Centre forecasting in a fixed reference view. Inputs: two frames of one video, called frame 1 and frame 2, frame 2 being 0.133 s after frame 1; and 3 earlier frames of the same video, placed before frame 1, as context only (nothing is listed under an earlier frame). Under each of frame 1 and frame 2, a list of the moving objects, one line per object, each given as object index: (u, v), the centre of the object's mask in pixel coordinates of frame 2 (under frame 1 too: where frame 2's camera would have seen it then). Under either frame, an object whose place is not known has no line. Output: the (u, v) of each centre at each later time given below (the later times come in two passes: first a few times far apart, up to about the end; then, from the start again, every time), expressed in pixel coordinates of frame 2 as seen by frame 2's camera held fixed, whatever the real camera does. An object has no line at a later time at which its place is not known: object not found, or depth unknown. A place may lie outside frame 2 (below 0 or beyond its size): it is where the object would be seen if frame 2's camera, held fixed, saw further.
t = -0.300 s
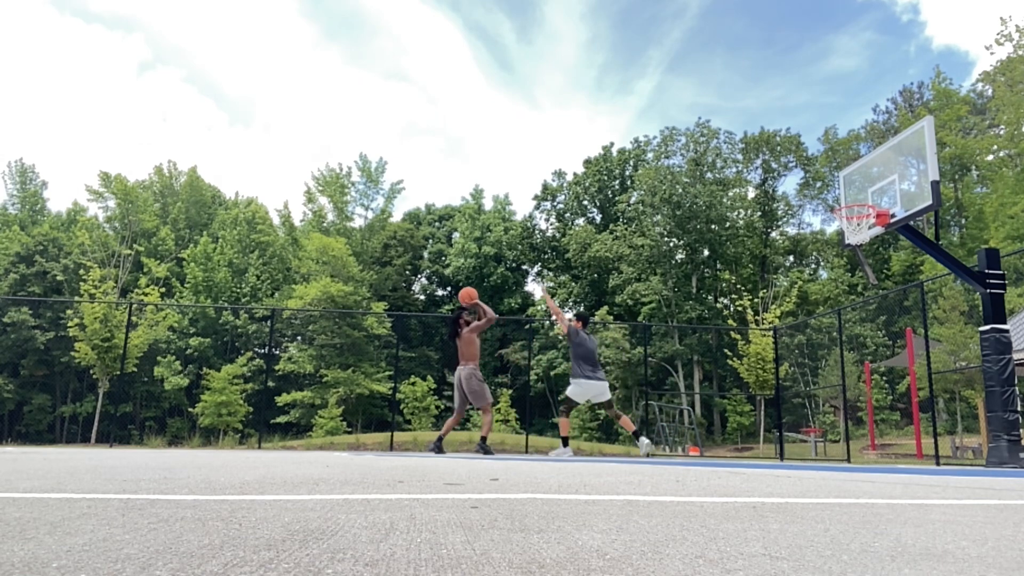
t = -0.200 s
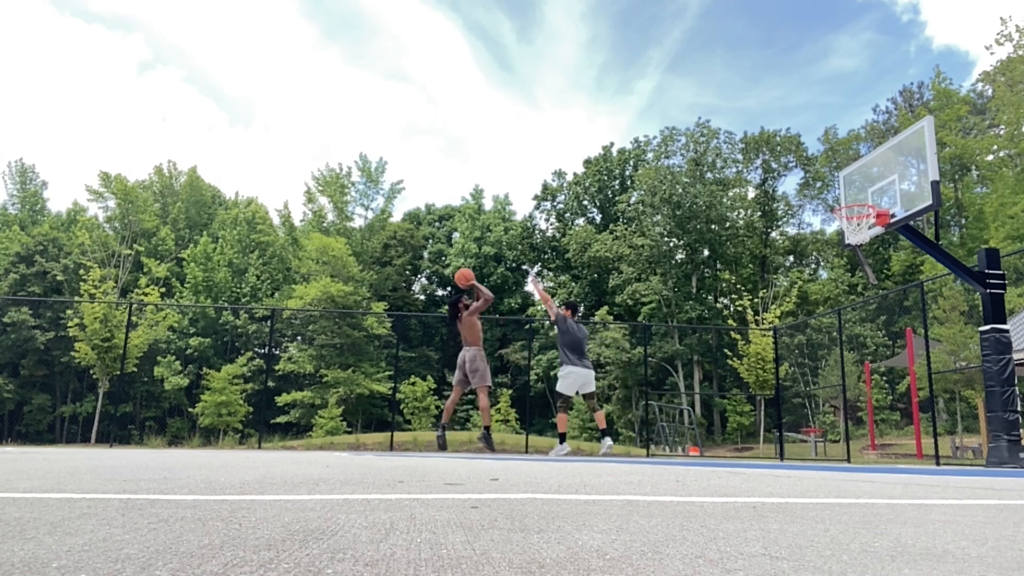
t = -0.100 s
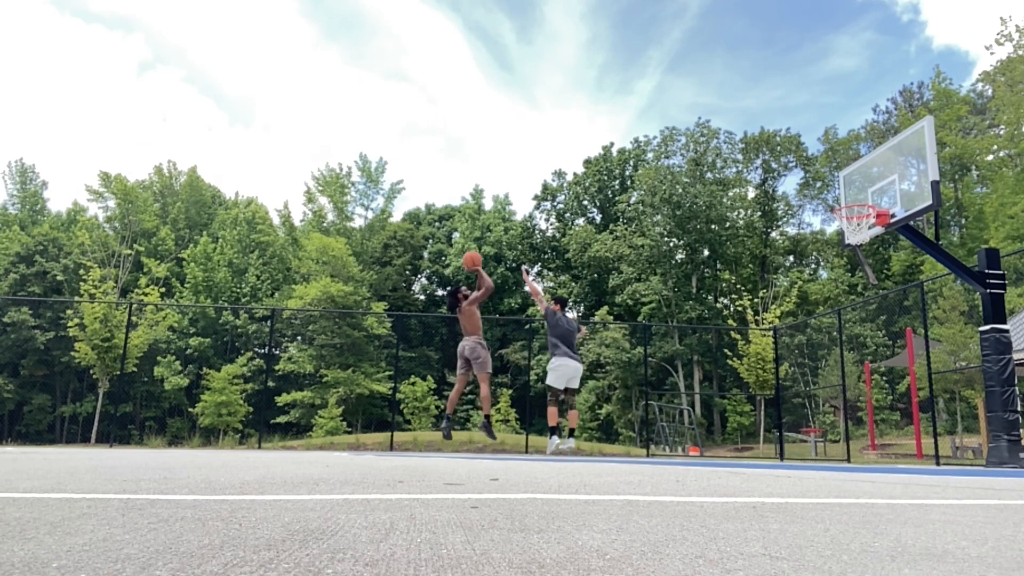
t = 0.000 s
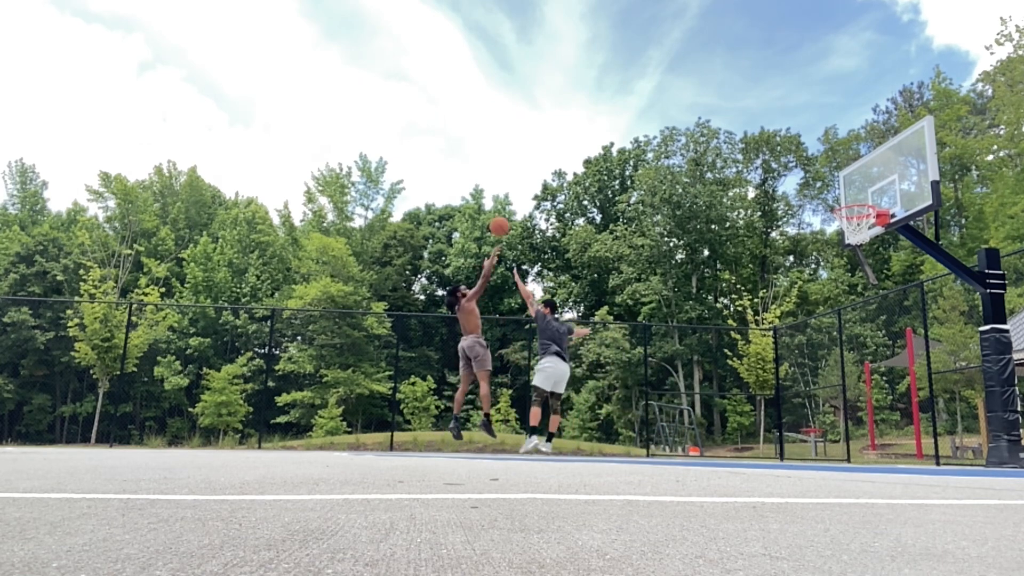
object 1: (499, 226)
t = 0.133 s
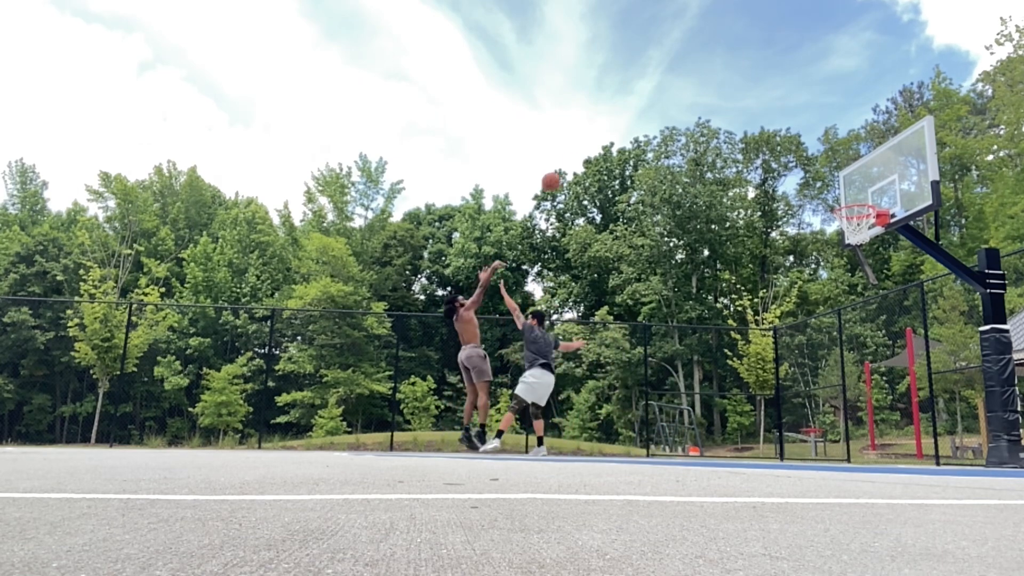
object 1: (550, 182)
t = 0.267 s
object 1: (601, 151)
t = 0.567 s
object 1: (715, 128)
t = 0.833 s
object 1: (820, 163)
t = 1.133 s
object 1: (899, 166)
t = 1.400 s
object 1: (883, 156)
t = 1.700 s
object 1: (868, 220)
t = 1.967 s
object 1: (860, 364)
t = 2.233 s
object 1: (852, 358)
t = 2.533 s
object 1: (849, 249)
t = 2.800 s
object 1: (852, 234)
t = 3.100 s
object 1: (863, 321)
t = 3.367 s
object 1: (877, 409)
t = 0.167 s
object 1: (564, 173)
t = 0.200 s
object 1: (577, 164)
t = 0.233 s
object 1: (588, 157)
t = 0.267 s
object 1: (601, 151)
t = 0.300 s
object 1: (614, 145)
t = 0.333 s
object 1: (626, 140)
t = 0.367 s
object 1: (639, 136)
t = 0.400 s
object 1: (651, 132)
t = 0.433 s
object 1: (664, 130)
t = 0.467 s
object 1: (677, 128)
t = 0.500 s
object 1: (689, 127)
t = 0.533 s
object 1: (702, 127)
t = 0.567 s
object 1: (715, 128)
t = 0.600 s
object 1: (727, 130)
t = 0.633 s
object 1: (740, 132)
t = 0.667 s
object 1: (753, 135)
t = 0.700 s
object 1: (766, 138)
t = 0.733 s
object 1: (779, 144)
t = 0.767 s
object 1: (793, 149)
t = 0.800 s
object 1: (806, 156)
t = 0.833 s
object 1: (820, 163)
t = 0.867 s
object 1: (833, 171)
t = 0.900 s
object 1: (847, 180)
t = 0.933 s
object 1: (860, 190)
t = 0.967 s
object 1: (872, 195)
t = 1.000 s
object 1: (881, 188)
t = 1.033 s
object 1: (891, 182)
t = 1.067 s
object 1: (901, 177)
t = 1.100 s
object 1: (902, 171)
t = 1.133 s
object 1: (899, 166)
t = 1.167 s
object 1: (897, 162)
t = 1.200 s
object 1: (895, 158)
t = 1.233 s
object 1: (893, 156)
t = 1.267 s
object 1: (891, 154)
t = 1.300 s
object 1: (889, 154)
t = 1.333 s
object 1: (887, 154)
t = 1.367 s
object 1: (885, 155)
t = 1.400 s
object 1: (883, 156)
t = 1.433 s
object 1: (881, 160)
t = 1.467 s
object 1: (880, 164)
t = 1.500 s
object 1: (878, 168)
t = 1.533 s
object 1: (876, 174)
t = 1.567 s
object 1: (875, 181)
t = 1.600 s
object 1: (873, 189)
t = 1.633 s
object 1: (872, 198)
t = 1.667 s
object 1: (870, 209)
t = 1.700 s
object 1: (868, 220)
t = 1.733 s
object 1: (868, 234)
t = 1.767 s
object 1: (866, 248)
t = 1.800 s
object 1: (865, 263)
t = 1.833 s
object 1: (864, 280)
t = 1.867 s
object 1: (863, 299)
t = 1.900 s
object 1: (862, 319)
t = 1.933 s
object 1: (861, 341)
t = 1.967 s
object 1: (860, 364)
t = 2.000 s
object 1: (859, 390)
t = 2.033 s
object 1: (859, 417)
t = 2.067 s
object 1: (858, 447)
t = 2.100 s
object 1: (857, 440)
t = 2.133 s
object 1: (856, 417)
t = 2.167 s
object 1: (855, 396)
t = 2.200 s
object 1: (854, 377)
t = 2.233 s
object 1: (852, 358)
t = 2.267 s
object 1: (852, 341)
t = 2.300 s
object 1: (851, 325)
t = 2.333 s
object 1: (851, 310)
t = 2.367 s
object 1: (850, 297)
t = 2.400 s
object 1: (850, 285)
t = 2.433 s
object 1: (849, 274)
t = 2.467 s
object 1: (849, 264)
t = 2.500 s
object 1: (849, 256)
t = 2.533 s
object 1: (849, 249)
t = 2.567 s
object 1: (849, 243)
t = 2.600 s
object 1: (849, 238)
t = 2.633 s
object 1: (849, 234)
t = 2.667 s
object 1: (849, 231)
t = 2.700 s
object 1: (850, 230)
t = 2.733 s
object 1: (850, 231)
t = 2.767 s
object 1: (851, 232)
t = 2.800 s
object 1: (852, 234)
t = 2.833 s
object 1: (853, 238)
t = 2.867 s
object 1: (853, 243)
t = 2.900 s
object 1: (854, 250)
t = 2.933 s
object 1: (856, 258)
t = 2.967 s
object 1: (857, 267)
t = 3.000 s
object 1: (858, 278)
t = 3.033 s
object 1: (860, 291)
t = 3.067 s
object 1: (862, 305)
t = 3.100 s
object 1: (863, 321)
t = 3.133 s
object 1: (865, 339)
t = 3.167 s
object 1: (868, 359)
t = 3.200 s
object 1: (870, 381)
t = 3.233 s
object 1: (873, 405)
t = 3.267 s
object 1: (876, 431)
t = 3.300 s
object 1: (878, 451)
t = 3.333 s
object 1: (877, 430)
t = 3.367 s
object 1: (877, 409)
